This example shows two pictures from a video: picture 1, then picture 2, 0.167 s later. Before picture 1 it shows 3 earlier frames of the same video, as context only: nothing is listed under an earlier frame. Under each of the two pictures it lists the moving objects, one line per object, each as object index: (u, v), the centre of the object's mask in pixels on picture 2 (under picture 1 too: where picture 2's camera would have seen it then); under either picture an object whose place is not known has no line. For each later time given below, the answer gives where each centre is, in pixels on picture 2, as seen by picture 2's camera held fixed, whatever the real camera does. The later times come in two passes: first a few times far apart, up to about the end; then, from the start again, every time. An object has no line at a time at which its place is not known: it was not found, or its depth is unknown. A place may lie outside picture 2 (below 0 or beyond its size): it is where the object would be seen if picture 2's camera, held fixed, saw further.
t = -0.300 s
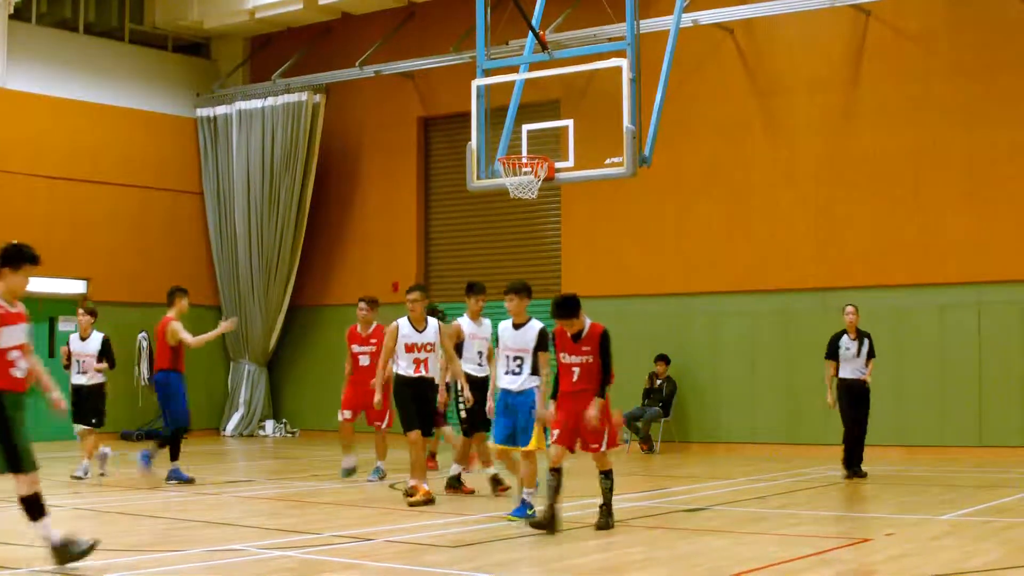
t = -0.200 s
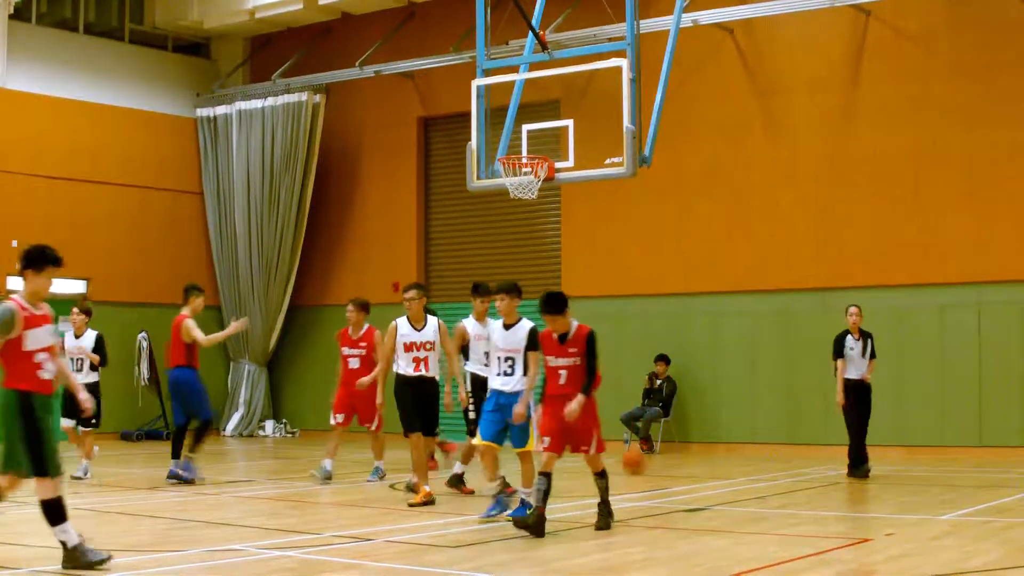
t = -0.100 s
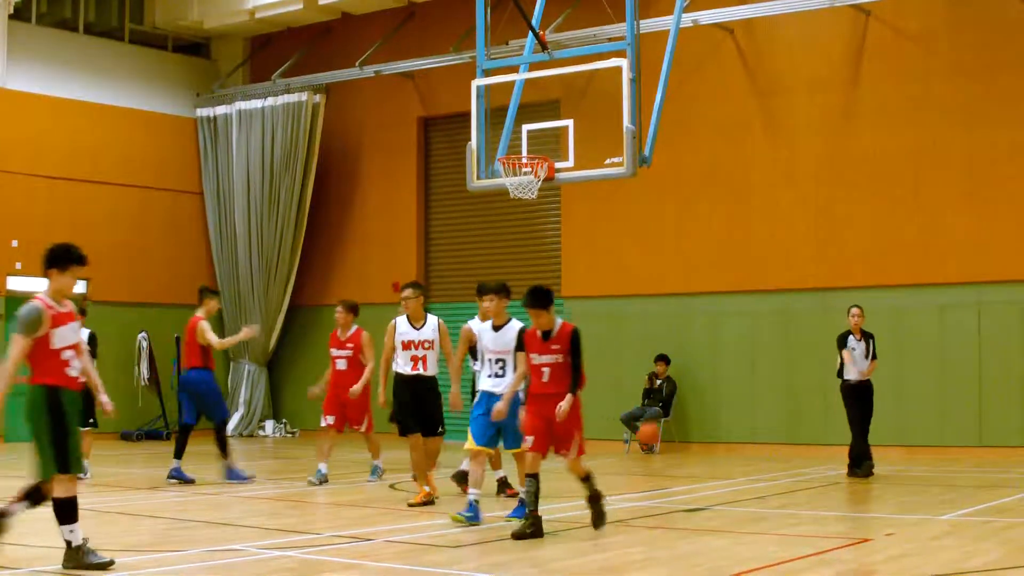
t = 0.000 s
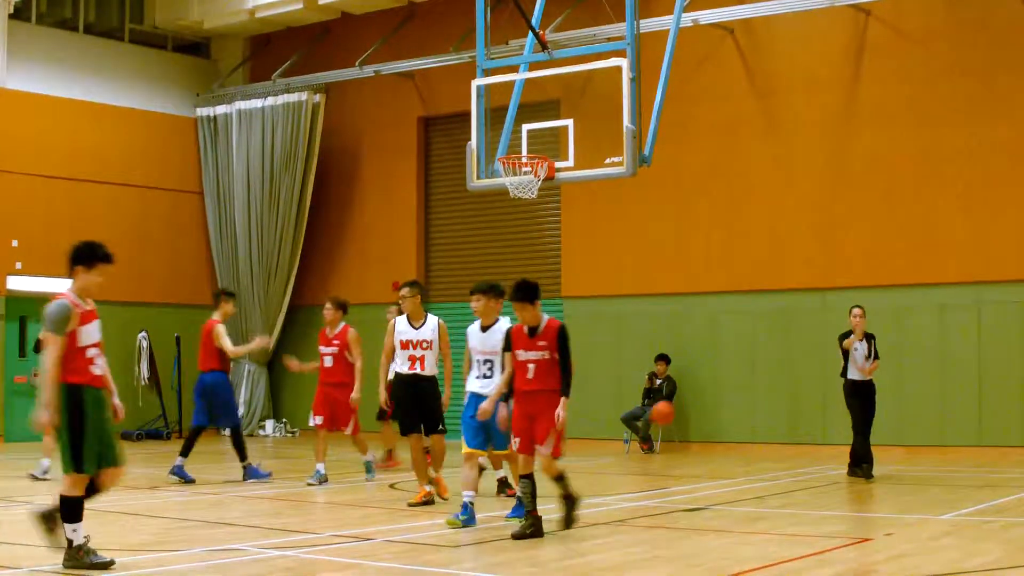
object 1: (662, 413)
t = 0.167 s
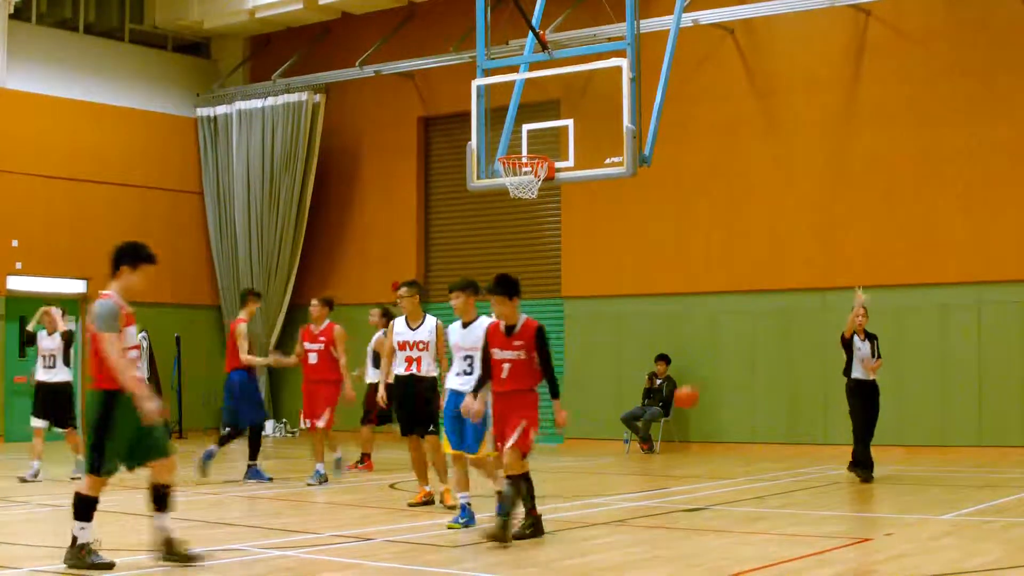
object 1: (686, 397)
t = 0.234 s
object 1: (696, 397)
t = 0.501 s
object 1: (735, 443)
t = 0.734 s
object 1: (770, 429)
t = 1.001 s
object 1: (812, 428)
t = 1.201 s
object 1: (842, 462)
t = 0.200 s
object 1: (690, 396)
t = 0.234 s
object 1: (696, 397)
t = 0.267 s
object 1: (700, 398)
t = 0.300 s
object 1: (706, 401)
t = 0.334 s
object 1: (712, 405)
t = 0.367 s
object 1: (716, 411)
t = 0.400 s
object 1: (720, 417)
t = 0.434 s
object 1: (727, 425)
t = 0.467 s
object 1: (731, 433)
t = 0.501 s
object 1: (735, 443)
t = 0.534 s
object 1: (741, 455)
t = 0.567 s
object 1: (746, 465)
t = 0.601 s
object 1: (751, 457)
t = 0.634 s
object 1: (756, 447)
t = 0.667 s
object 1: (761, 441)
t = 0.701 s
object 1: (766, 435)
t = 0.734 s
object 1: (770, 429)
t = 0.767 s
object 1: (775, 425)
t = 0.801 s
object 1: (781, 422)
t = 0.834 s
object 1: (787, 421)
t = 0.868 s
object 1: (792, 420)
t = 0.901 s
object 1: (796, 420)
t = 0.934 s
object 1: (802, 421)
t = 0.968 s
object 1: (807, 424)
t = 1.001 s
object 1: (812, 428)
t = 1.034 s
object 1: (817, 432)
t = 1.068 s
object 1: (823, 438)
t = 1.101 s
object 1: (828, 445)
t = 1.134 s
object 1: (832, 453)
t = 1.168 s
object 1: (838, 463)
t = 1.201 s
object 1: (842, 462)
